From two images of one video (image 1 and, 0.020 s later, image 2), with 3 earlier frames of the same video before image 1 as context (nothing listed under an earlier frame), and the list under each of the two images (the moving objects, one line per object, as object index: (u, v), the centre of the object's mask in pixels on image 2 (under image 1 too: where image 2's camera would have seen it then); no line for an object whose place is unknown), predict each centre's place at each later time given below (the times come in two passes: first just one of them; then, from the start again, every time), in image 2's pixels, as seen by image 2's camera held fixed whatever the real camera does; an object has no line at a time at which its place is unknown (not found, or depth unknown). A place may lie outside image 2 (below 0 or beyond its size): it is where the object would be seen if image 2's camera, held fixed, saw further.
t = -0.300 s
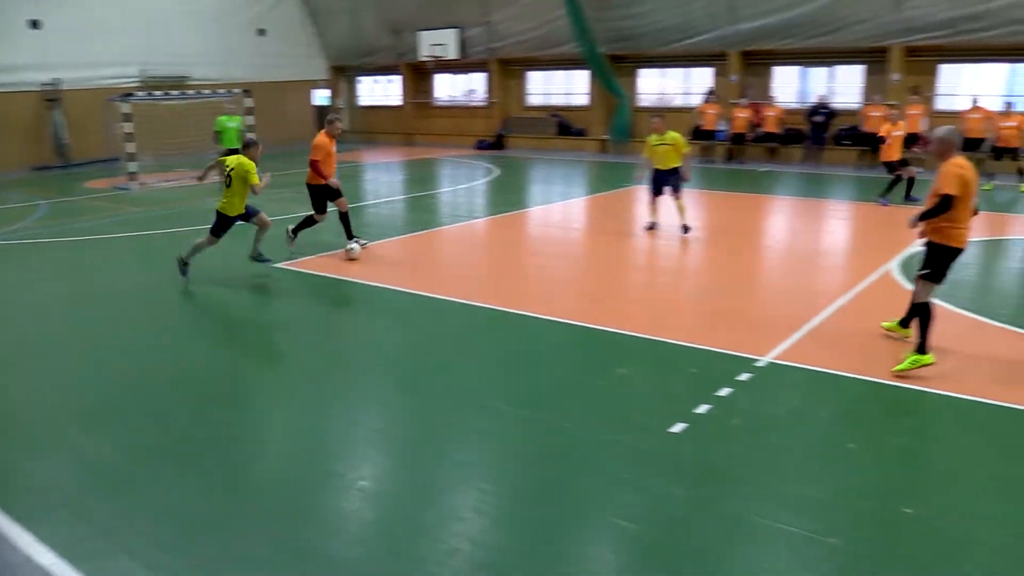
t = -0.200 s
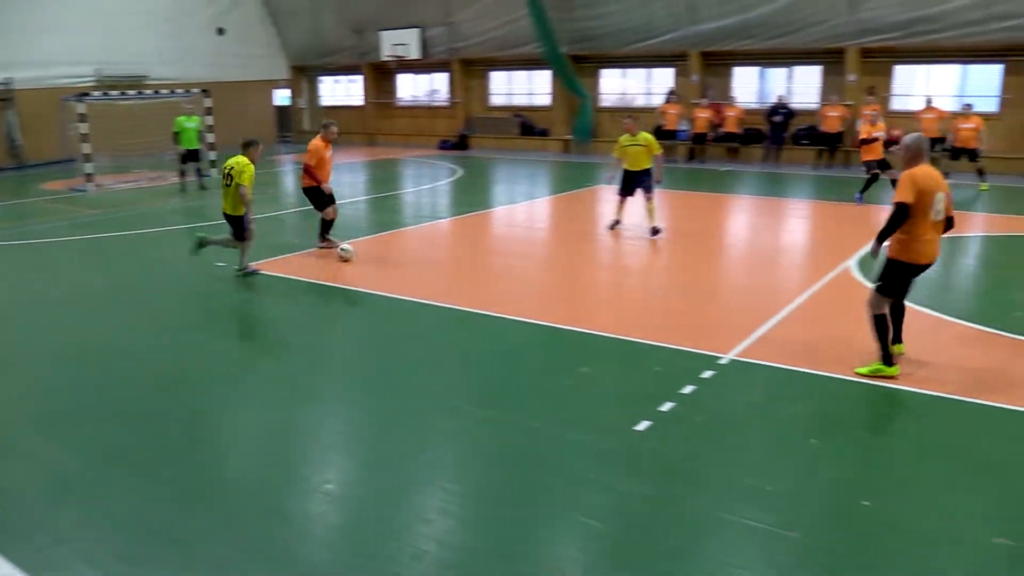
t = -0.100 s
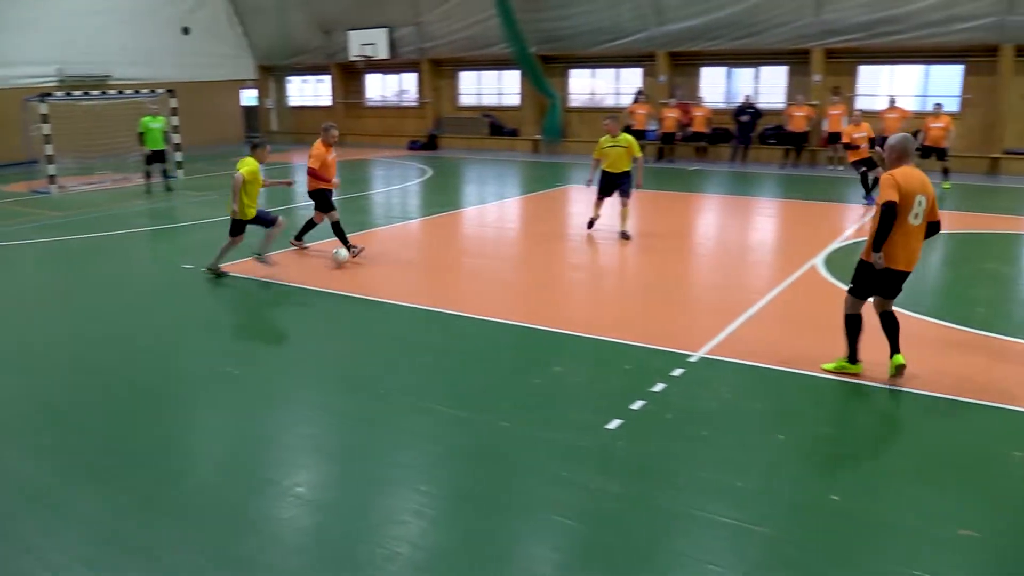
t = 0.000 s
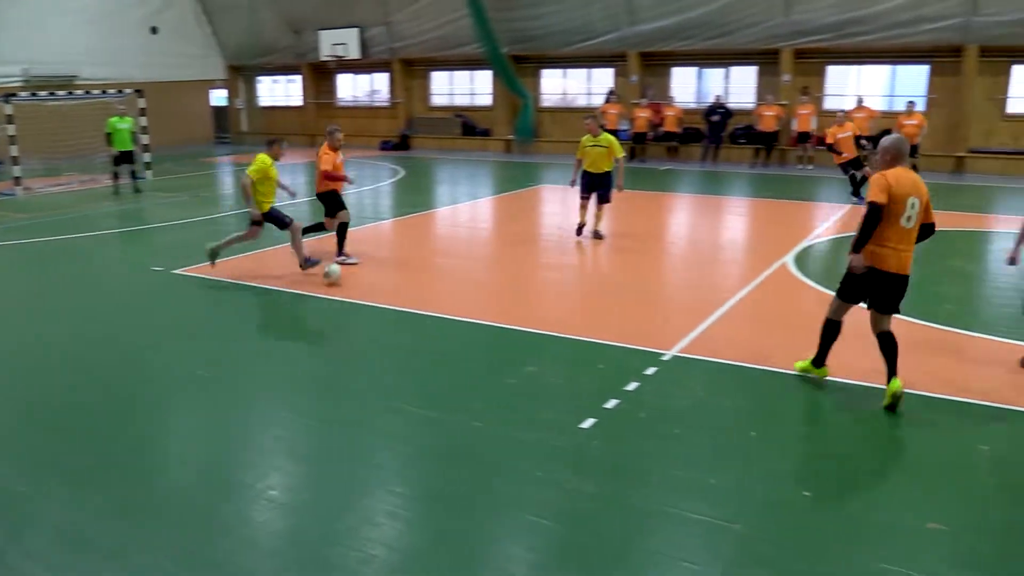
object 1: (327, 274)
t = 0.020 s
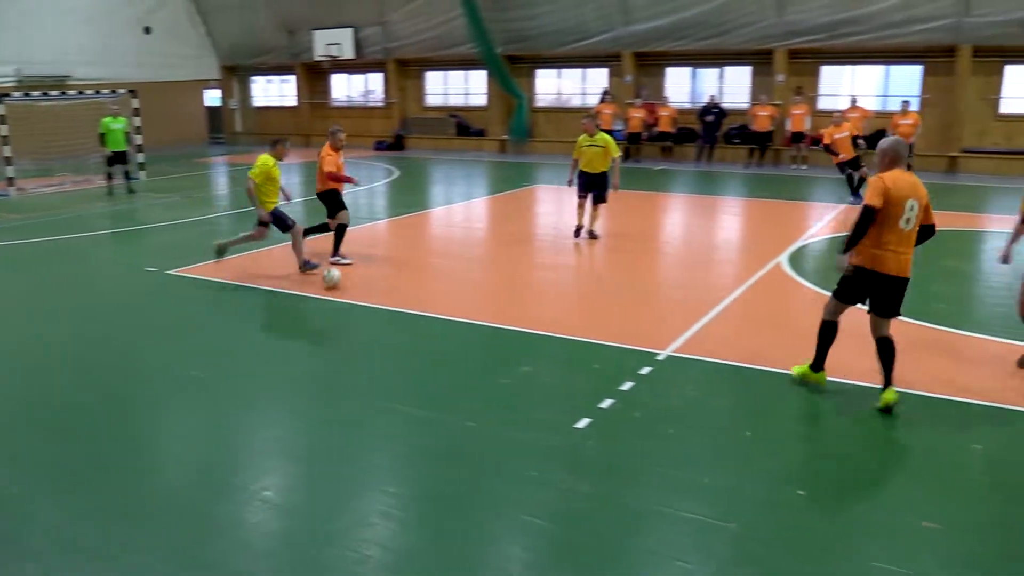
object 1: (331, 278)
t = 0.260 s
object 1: (393, 318)
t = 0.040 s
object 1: (337, 282)
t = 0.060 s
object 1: (341, 284)
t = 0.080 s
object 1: (345, 287)
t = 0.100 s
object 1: (350, 291)
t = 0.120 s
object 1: (354, 294)
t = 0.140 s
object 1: (360, 298)
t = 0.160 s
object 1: (365, 302)
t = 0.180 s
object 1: (370, 306)
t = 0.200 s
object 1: (375, 309)
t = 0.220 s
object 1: (380, 311)
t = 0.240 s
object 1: (387, 314)
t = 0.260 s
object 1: (393, 318)
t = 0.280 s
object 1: (399, 323)
